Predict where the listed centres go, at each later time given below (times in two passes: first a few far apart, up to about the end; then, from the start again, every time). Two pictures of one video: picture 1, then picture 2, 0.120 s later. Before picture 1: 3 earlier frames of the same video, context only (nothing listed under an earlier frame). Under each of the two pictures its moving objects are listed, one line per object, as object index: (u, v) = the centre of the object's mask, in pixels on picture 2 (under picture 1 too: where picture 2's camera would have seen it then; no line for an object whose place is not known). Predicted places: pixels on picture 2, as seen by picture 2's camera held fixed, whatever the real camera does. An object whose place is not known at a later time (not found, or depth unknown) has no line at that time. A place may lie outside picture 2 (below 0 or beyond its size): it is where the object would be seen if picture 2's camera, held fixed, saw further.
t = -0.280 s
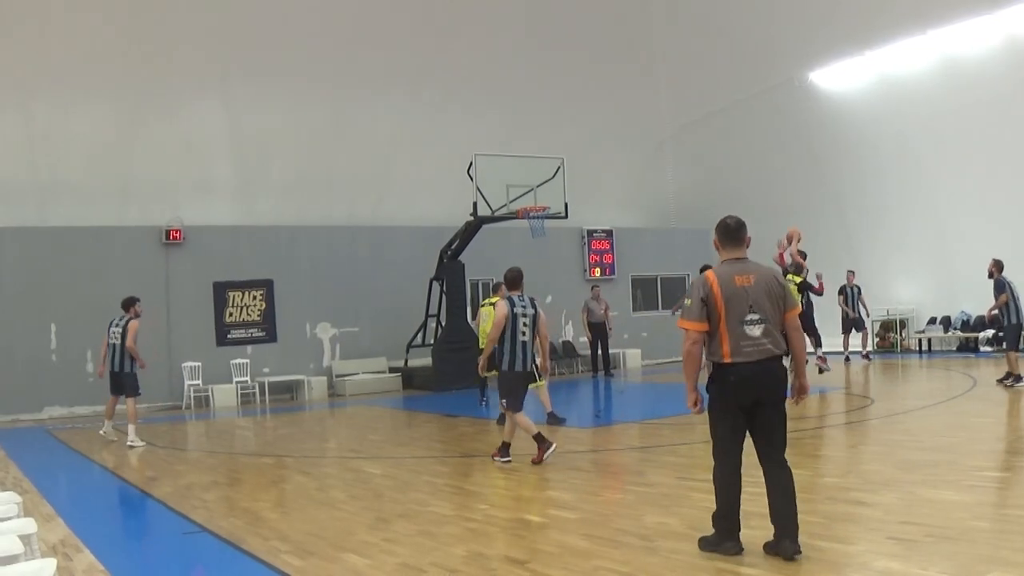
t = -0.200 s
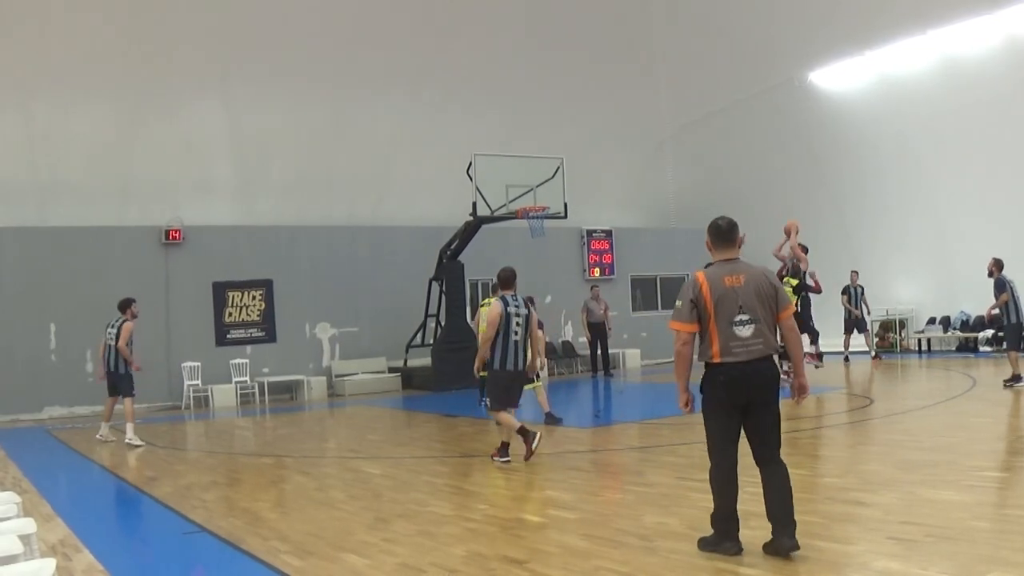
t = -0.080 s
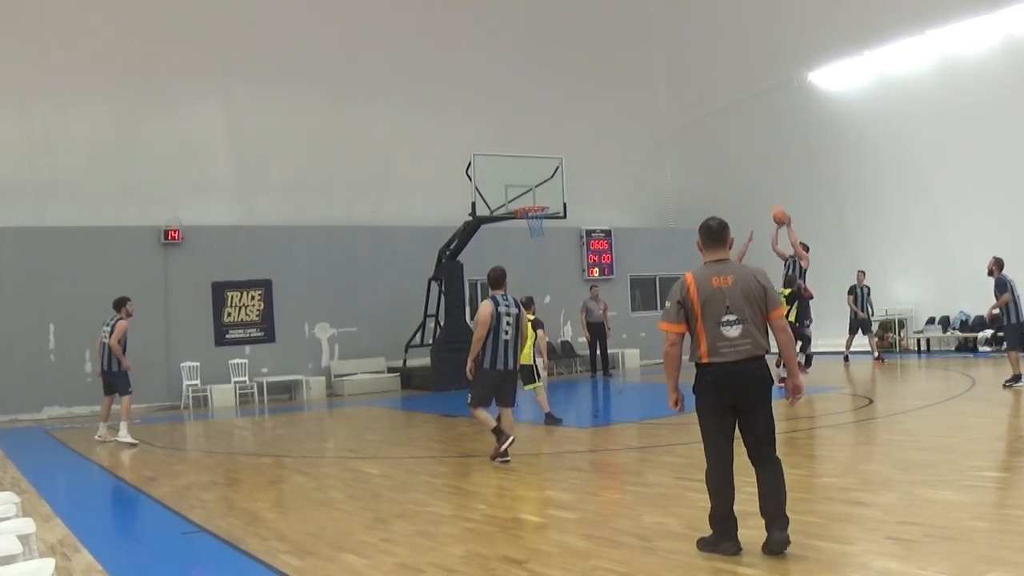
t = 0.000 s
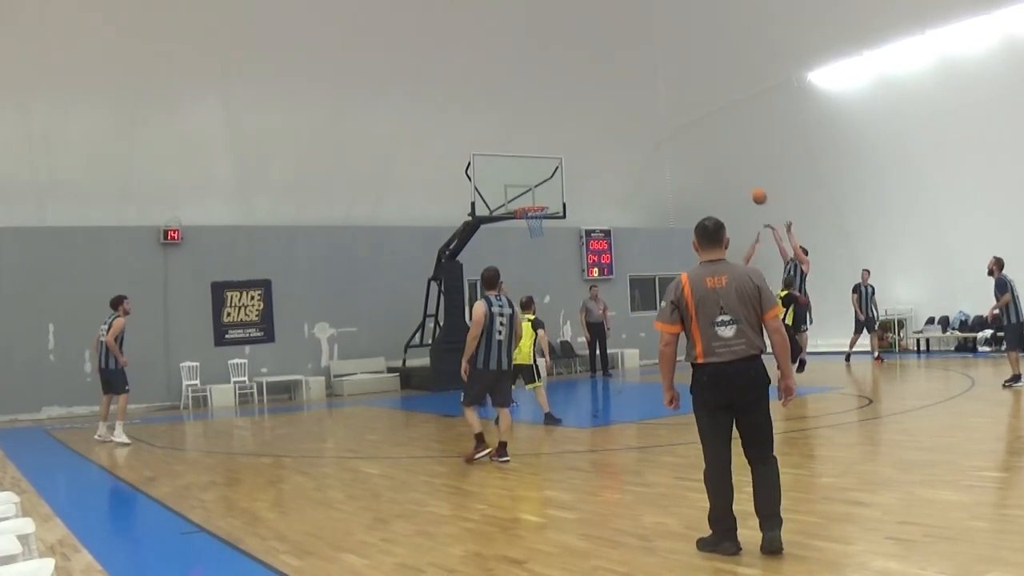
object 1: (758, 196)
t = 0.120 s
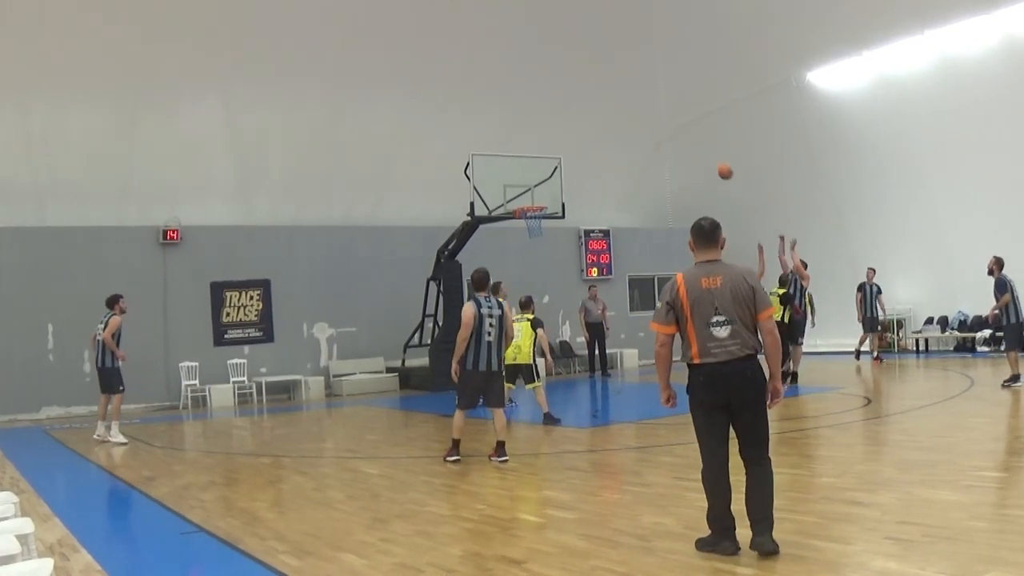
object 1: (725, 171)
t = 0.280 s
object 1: (682, 151)
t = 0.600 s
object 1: (602, 160)
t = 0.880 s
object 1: (547, 194)
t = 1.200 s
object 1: (543, 175)
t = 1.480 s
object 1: (555, 196)
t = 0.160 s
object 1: (714, 165)
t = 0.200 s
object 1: (703, 159)
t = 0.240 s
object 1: (692, 154)
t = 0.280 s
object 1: (682, 151)
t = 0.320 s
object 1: (672, 148)
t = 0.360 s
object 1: (661, 147)
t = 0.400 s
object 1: (651, 147)
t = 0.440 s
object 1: (641, 148)
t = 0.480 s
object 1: (632, 150)
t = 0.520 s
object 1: (621, 152)
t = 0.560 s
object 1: (612, 156)
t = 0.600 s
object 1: (602, 160)
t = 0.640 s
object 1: (593, 165)
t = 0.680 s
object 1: (583, 171)
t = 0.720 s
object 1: (574, 178)
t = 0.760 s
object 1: (565, 186)
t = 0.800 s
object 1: (555, 195)
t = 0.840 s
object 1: (548, 201)
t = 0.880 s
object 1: (547, 194)
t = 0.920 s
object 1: (546, 190)
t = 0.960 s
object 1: (545, 185)
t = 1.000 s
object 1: (543, 181)
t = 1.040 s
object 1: (543, 178)
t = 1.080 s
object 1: (541, 177)
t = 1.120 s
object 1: (541, 177)
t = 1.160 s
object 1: (542, 175)
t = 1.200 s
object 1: (543, 175)
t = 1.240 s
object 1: (545, 175)
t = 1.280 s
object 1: (547, 176)
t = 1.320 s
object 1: (548, 178)
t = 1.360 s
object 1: (550, 181)
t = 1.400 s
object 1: (552, 185)
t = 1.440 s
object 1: (554, 190)
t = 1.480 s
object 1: (555, 196)
